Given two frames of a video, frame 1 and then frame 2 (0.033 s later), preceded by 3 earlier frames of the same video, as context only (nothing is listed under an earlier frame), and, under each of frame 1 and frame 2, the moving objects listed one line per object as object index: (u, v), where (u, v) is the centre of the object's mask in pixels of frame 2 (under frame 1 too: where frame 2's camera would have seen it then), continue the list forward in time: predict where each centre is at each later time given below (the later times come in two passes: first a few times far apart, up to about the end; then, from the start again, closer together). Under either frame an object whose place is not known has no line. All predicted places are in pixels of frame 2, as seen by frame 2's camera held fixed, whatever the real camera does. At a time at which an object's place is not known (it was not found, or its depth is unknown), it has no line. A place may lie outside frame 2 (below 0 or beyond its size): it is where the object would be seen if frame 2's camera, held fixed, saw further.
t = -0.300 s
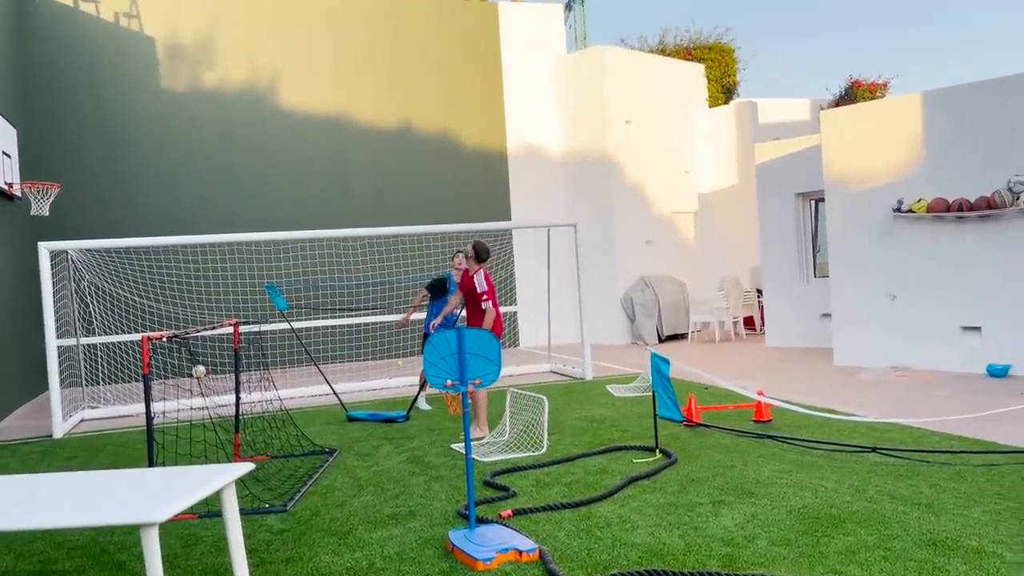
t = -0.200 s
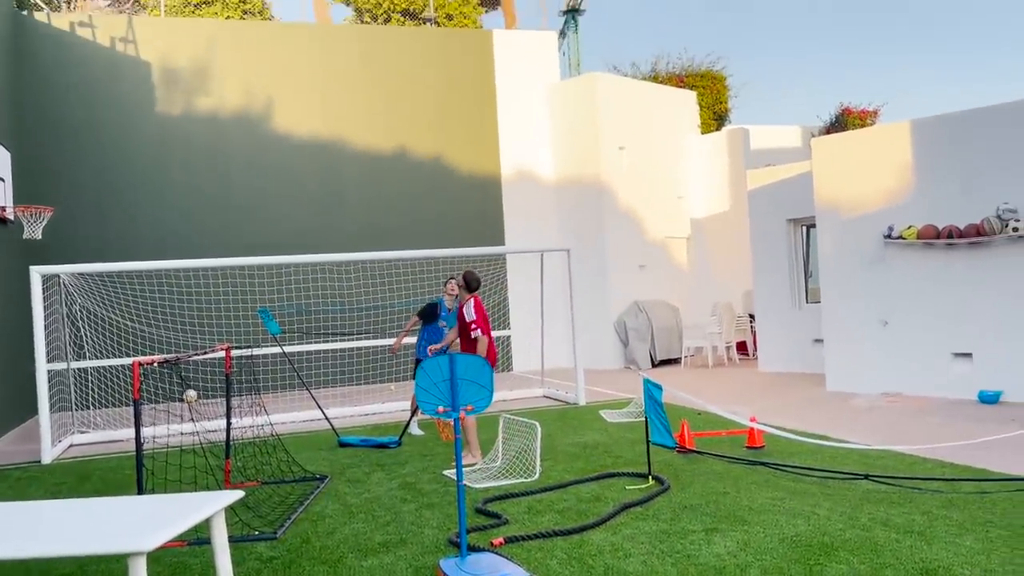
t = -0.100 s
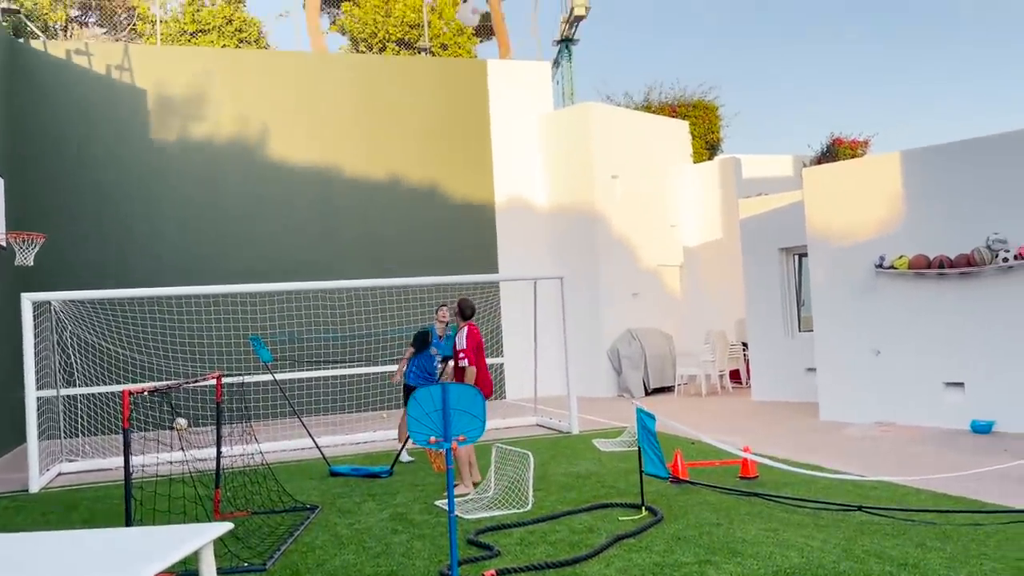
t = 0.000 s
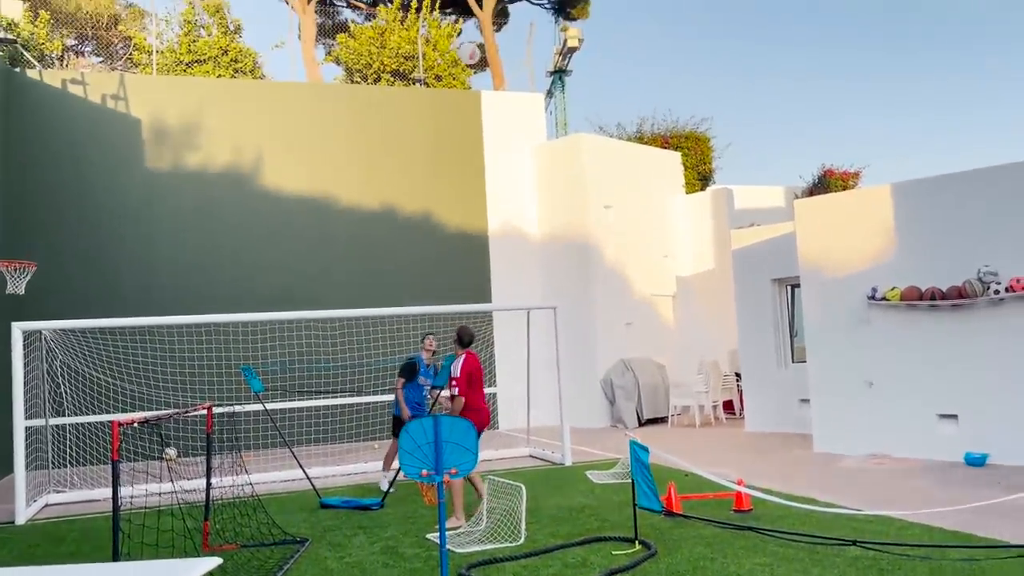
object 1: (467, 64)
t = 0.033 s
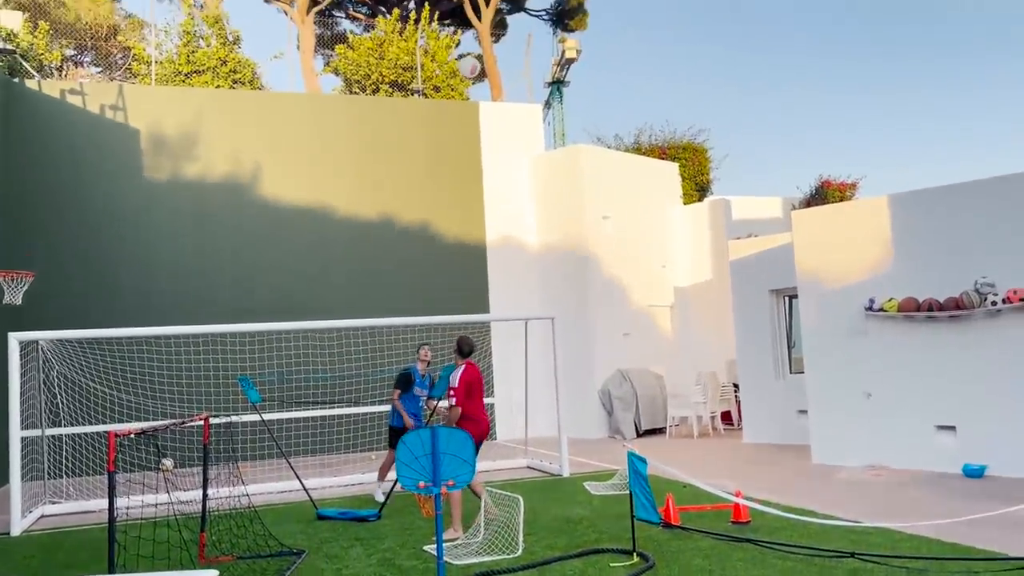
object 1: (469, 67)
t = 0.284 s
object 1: (482, 94)
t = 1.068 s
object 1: (518, 201)
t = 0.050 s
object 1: (470, 68)
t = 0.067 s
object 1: (471, 70)
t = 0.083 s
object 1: (472, 72)
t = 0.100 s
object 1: (473, 73)
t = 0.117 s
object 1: (473, 75)
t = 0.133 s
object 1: (474, 77)
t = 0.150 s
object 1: (475, 78)
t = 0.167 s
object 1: (476, 80)
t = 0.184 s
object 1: (477, 82)
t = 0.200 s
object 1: (478, 84)
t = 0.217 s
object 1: (478, 86)
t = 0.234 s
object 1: (479, 88)
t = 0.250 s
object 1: (480, 91)
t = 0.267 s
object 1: (481, 92)
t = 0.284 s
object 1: (482, 94)
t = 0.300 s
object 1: (482, 94)
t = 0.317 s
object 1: (483, 99)
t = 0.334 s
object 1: (483, 100)
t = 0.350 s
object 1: (485, 103)
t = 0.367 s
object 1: (486, 106)
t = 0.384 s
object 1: (486, 107)
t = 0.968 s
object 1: (514, 189)
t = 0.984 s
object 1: (515, 190)
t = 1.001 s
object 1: (515, 193)
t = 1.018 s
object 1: (516, 195)
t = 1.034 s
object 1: (517, 197)
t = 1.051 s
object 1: (518, 199)
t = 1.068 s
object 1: (518, 201)
